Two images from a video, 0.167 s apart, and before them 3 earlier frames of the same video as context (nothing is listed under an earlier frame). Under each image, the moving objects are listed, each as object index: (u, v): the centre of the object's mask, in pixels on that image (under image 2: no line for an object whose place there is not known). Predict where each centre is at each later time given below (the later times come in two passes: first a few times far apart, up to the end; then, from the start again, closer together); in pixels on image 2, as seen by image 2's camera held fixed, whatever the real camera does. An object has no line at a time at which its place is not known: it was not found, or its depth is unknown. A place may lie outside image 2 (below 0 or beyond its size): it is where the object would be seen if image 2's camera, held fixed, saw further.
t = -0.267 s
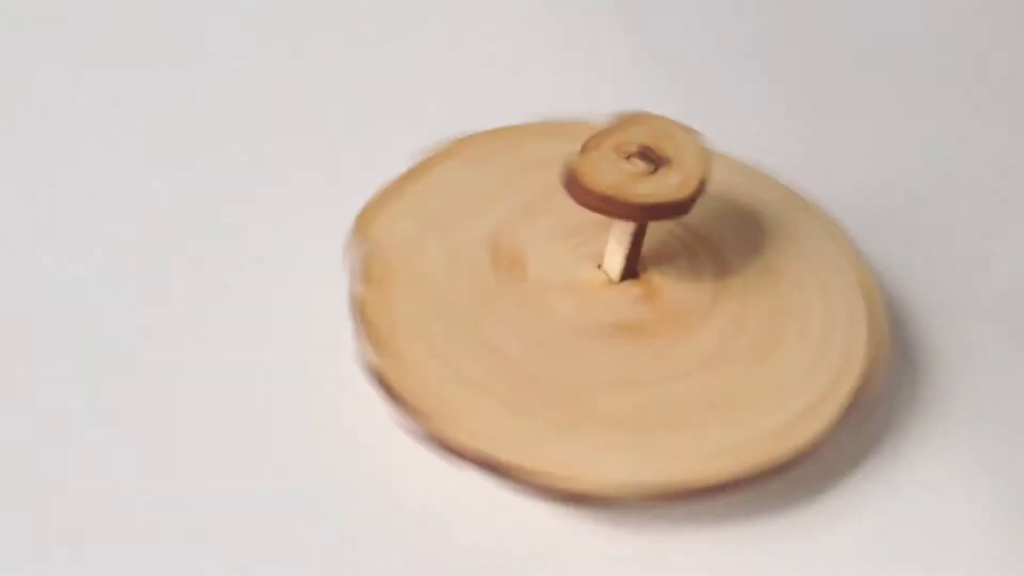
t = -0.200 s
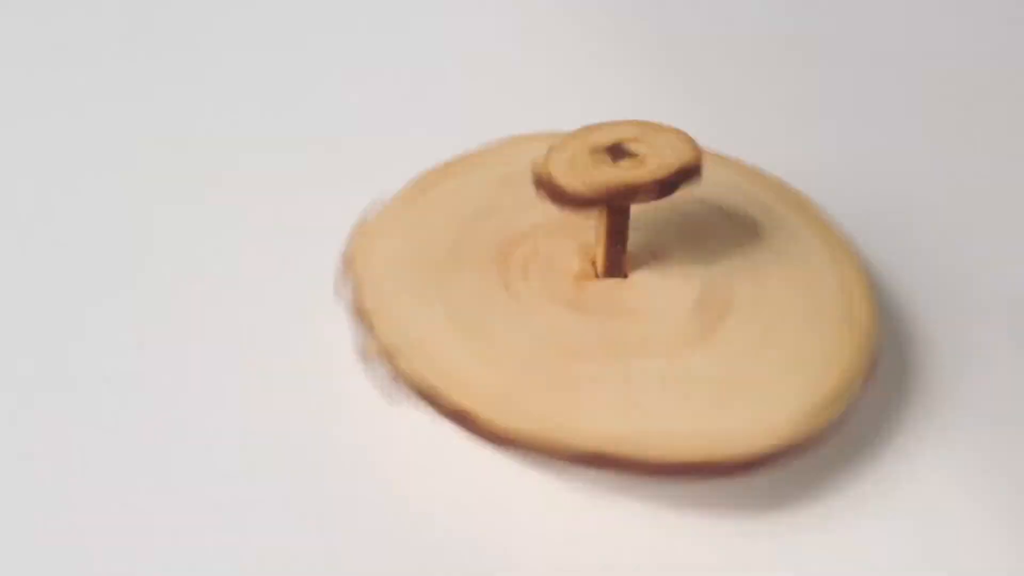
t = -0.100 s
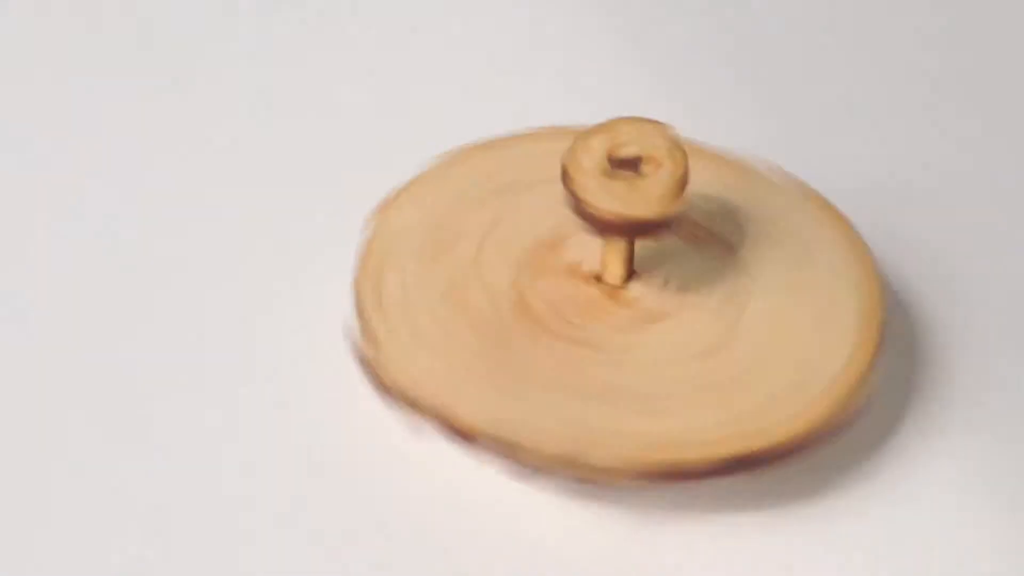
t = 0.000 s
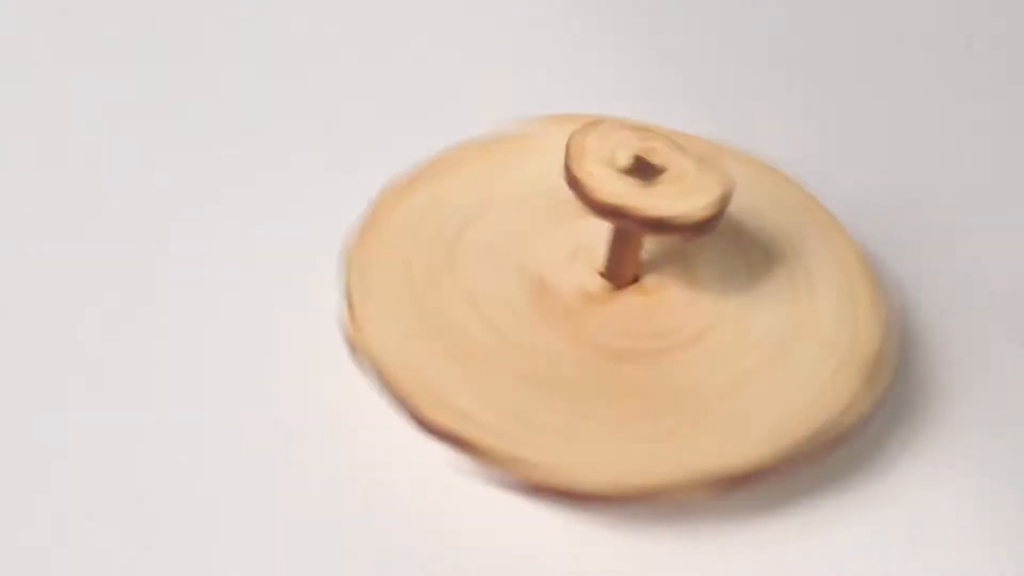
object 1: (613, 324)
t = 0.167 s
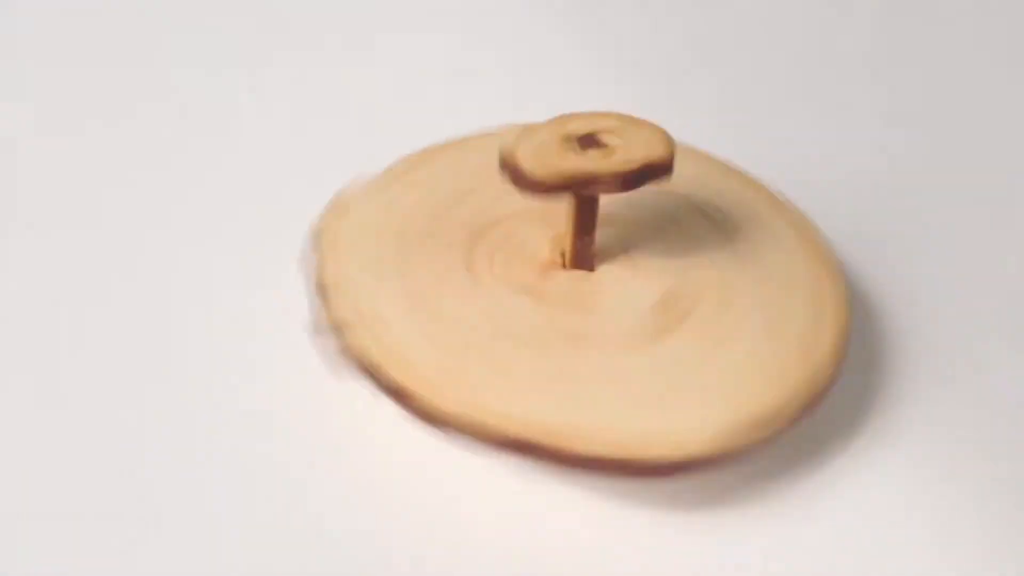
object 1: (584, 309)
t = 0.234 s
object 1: (569, 320)
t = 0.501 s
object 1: (565, 286)
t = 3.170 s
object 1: (584, 280)
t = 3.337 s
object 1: (578, 295)
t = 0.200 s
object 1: (583, 316)
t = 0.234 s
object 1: (569, 320)
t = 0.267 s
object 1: (563, 306)
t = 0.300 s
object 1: (567, 305)
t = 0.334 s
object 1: (564, 311)
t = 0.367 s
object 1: (558, 313)
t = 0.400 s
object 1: (558, 297)
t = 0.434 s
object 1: (567, 298)
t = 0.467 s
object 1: (564, 304)
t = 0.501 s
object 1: (565, 286)
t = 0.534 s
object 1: (569, 290)
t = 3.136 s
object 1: (586, 287)
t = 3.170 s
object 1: (584, 280)
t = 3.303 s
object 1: (586, 287)
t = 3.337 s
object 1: (578, 295)
